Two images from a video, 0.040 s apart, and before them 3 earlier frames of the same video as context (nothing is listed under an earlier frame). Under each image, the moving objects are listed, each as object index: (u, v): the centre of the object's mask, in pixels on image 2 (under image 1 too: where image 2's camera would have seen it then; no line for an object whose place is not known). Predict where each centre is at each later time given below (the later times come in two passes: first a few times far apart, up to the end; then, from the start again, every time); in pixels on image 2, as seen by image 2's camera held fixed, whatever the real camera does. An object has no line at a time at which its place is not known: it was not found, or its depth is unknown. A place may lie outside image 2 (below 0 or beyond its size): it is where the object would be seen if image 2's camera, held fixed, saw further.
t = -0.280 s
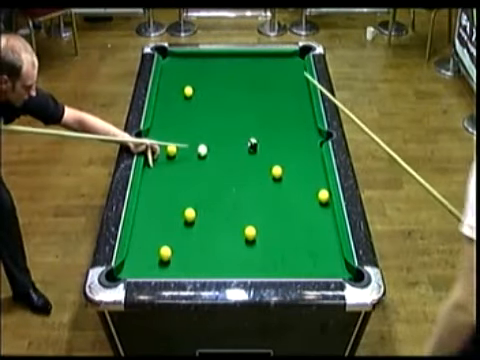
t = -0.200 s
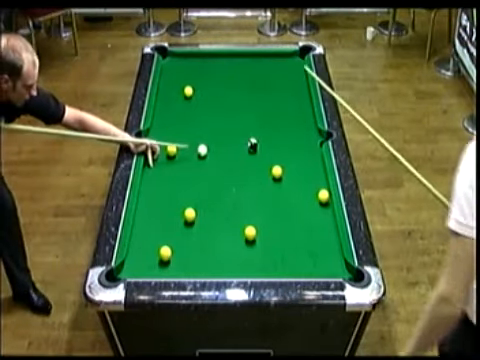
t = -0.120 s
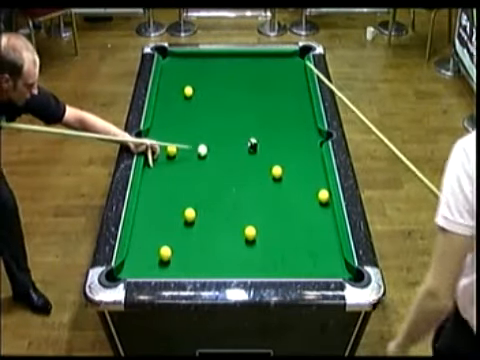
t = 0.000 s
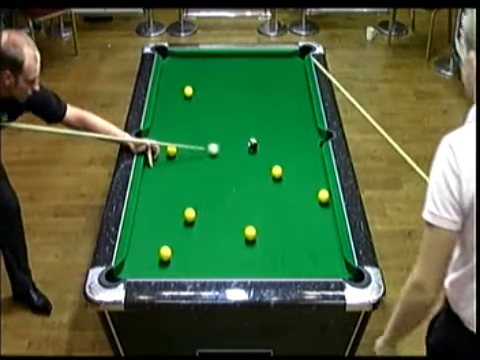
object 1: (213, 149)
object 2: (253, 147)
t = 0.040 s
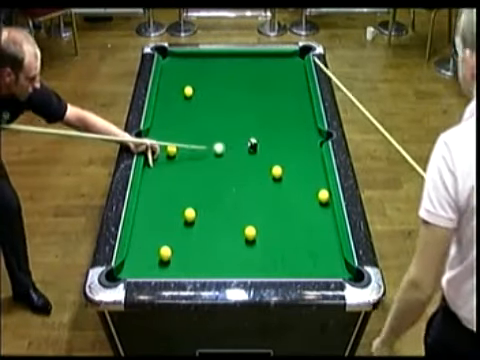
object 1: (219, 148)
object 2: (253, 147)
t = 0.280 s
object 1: (243, 145)
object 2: (258, 147)
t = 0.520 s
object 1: (247, 144)
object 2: (276, 147)
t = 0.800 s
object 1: (249, 143)
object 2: (295, 145)
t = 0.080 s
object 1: (224, 147)
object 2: (253, 147)
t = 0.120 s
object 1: (230, 147)
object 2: (253, 147)
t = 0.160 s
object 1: (235, 146)
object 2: (253, 147)
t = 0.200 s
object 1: (240, 146)
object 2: (253, 147)
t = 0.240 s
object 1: (243, 145)
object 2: (255, 147)
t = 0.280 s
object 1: (243, 145)
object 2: (258, 147)
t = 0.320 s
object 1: (244, 145)
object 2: (262, 147)
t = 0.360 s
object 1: (244, 145)
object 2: (265, 147)
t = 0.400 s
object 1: (245, 145)
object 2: (268, 147)
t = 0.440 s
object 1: (246, 144)
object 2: (271, 147)
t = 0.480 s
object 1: (246, 144)
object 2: (273, 147)
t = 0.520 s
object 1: (247, 144)
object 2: (276, 147)
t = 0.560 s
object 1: (247, 144)
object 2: (279, 146)
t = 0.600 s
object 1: (248, 144)
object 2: (281, 145)
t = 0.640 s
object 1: (248, 144)
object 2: (284, 144)
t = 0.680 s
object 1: (249, 144)
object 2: (288, 145)
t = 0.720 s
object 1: (249, 143)
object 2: (290, 145)
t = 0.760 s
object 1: (249, 143)
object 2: (293, 145)
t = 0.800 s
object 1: (249, 143)
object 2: (295, 145)
